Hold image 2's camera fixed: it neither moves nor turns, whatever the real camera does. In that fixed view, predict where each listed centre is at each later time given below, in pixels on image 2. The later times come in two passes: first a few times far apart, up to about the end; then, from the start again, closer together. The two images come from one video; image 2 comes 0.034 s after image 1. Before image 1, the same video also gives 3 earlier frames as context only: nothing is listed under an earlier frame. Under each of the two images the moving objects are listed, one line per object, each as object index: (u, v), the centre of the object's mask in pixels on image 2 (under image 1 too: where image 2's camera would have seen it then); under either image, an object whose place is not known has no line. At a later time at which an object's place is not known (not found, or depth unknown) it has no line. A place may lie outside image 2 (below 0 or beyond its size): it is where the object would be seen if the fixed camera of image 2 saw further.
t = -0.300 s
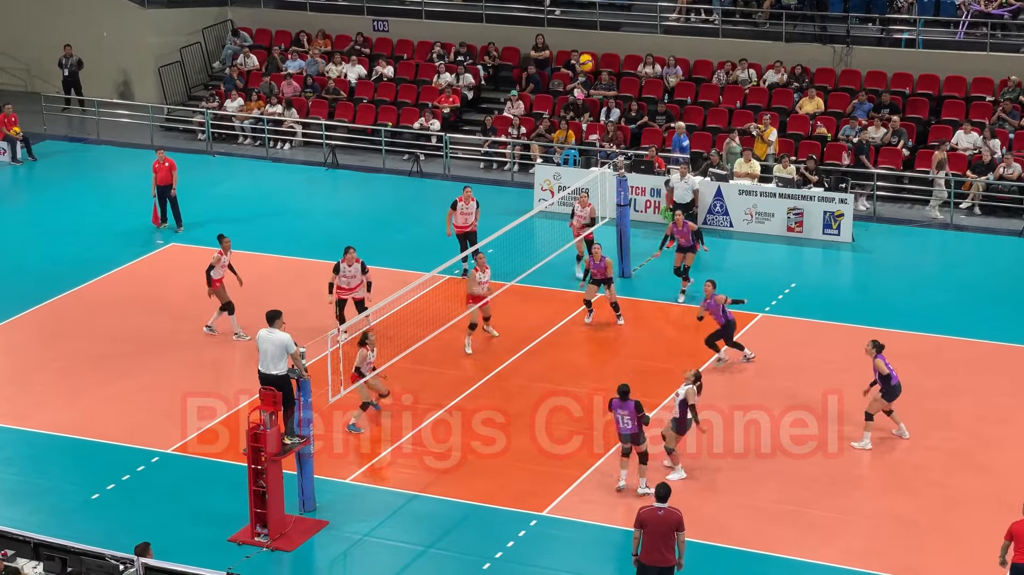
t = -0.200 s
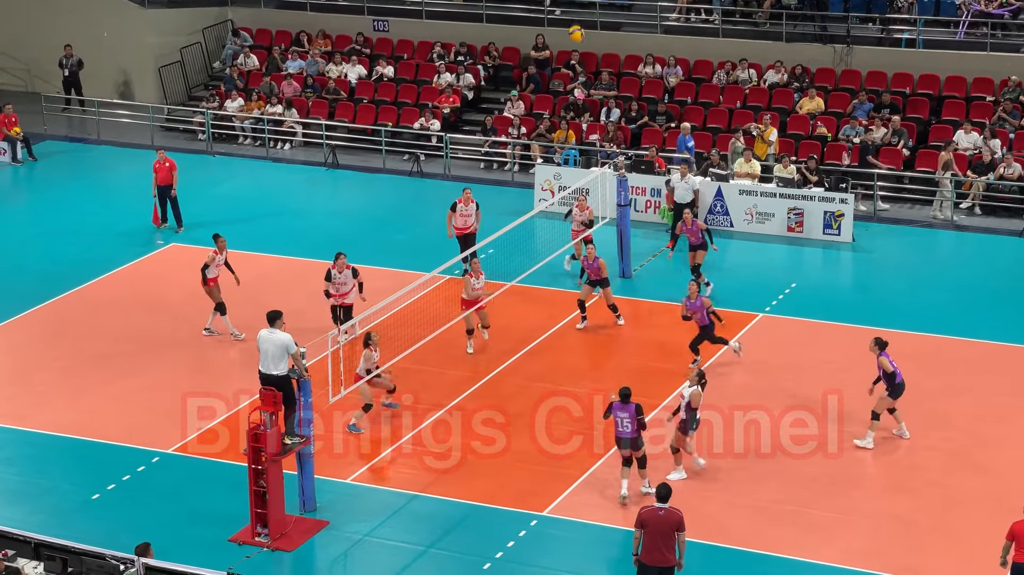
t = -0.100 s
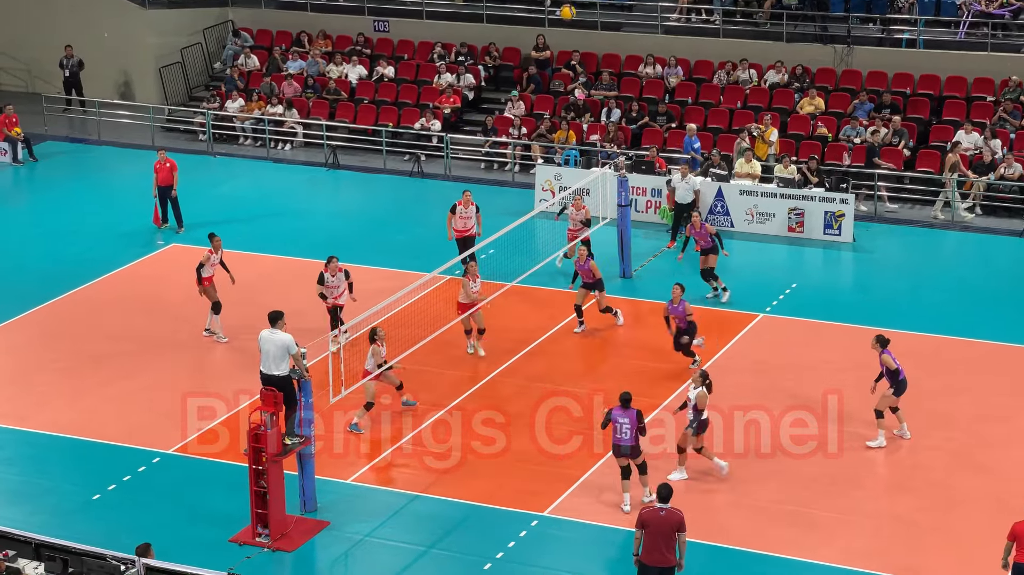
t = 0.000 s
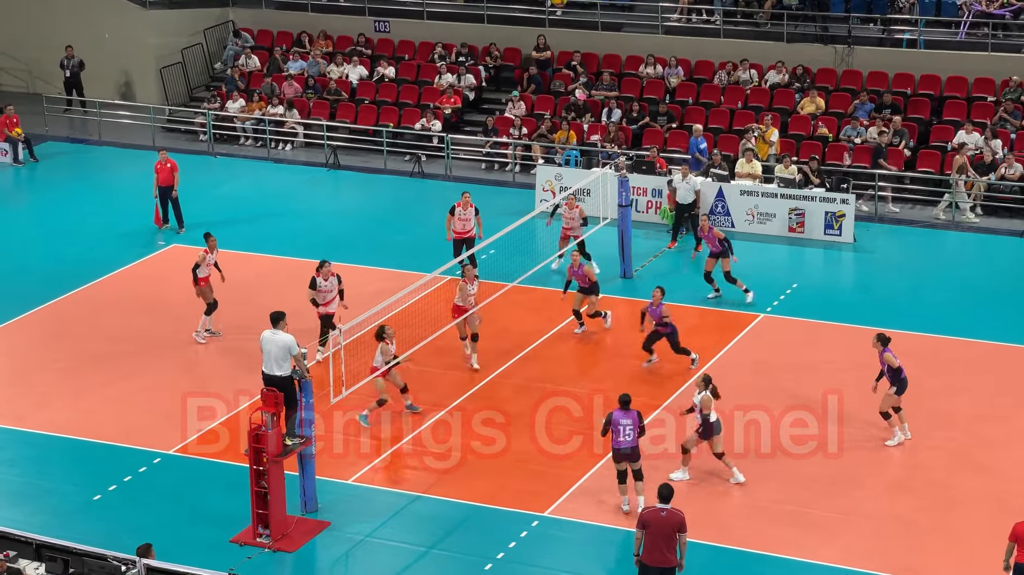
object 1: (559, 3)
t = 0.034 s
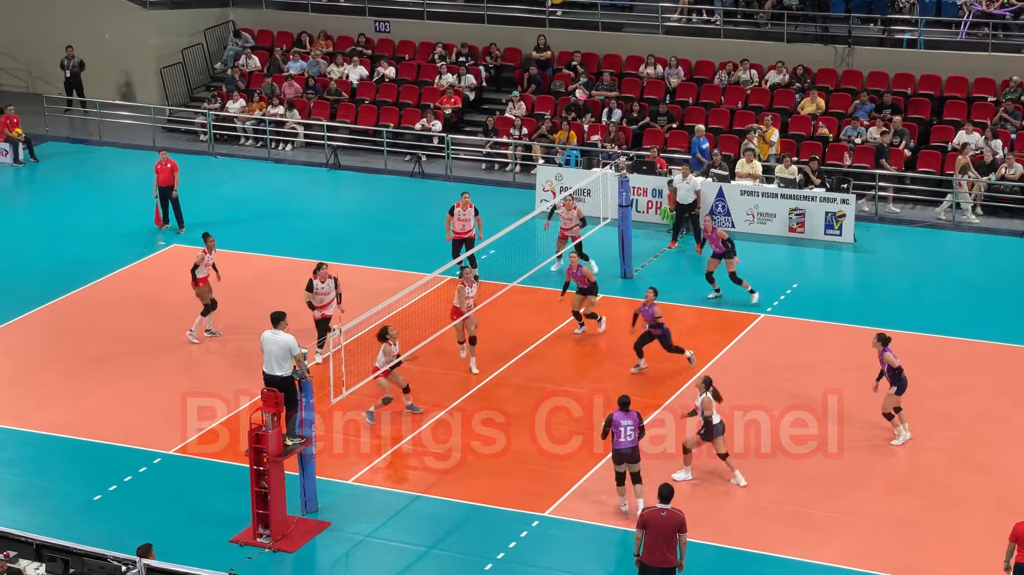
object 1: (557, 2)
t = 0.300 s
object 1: (533, 2)
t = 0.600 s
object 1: (509, 60)
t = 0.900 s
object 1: (486, 175)
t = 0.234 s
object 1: (539, 0)
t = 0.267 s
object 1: (536, 1)
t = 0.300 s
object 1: (533, 2)
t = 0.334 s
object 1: (530, 4)
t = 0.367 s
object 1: (527, 6)
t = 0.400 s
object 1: (525, 12)
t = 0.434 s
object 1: (522, 18)
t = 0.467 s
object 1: (520, 25)
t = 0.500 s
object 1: (517, 33)
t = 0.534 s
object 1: (514, 41)
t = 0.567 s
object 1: (511, 50)
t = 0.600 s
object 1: (509, 60)
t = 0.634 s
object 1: (507, 71)
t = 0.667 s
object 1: (504, 81)
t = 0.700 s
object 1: (502, 93)
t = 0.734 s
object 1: (499, 106)
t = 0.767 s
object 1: (496, 118)
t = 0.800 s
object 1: (494, 131)
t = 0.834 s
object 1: (491, 146)
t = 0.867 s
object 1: (489, 160)
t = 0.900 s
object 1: (486, 175)
